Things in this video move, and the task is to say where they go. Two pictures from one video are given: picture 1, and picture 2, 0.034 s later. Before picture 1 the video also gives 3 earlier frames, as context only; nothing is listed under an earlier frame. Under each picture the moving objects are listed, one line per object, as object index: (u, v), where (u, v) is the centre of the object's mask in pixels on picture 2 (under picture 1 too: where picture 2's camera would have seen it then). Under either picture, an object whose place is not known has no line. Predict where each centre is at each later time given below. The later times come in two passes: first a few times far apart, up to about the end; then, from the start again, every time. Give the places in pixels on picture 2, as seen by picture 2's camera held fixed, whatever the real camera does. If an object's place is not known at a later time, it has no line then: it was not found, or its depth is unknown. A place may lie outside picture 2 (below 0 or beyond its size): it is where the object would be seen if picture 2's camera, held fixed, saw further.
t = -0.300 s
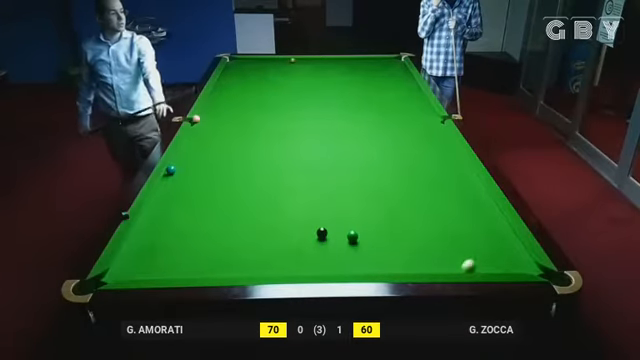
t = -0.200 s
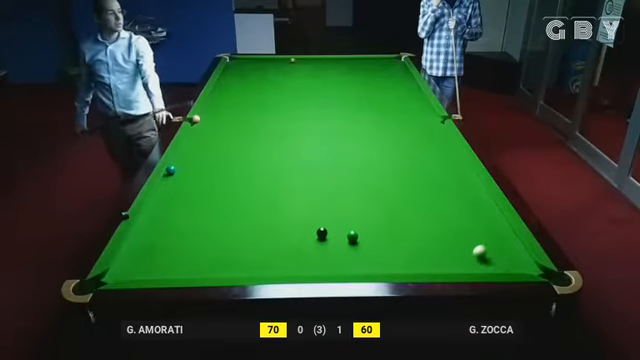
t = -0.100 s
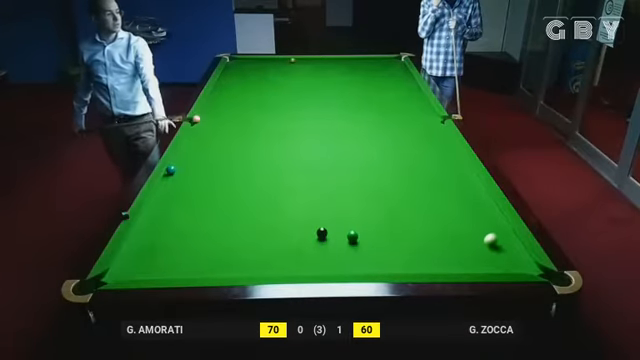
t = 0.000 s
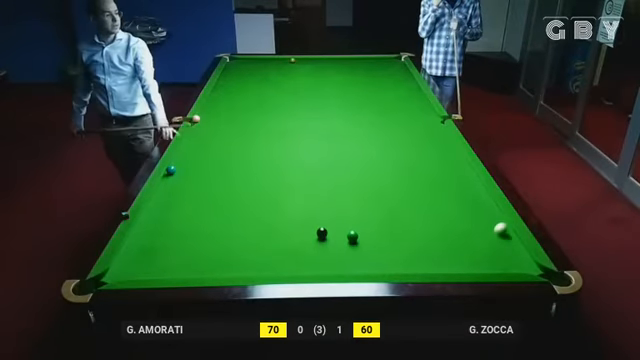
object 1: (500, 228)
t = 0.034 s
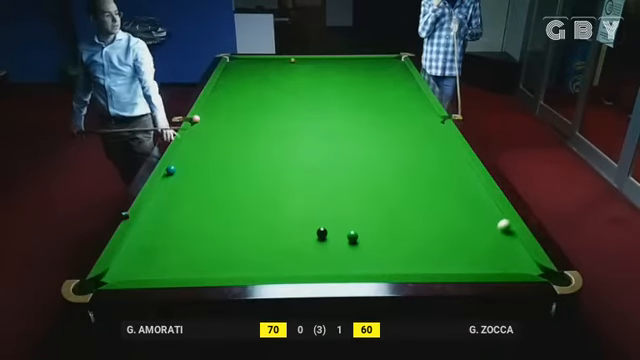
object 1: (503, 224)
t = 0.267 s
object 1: (468, 204)
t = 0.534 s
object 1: (434, 185)
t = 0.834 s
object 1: (402, 167)
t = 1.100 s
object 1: (378, 154)
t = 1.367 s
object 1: (357, 142)
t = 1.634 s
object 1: (339, 132)
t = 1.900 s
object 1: (323, 123)
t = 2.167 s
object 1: (308, 114)
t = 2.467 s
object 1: (295, 106)
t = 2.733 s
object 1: (283, 99)
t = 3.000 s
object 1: (273, 94)
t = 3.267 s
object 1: (264, 89)
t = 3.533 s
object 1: (256, 83)
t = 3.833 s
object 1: (248, 78)
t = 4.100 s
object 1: (241, 75)
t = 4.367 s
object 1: (235, 71)
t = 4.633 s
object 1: (230, 68)
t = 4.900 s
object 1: (228, 66)
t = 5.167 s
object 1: (232, 64)
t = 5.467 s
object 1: (236, 62)
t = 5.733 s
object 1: (239, 60)
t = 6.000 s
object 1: (242, 59)
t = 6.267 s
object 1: (244, 58)
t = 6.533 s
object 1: (244, 59)
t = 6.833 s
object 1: (245, 59)
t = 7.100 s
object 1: (246, 60)
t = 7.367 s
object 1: (246, 60)
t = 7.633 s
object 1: (246, 60)
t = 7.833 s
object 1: (246, 60)
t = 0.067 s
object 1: (499, 221)
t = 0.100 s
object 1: (493, 218)
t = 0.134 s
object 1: (488, 215)
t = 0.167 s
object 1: (482, 212)
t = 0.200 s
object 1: (478, 209)
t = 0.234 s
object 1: (473, 207)
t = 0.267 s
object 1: (468, 204)
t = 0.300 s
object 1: (464, 202)
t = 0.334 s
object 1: (459, 199)
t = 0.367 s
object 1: (455, 197)
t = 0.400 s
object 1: (450, 194)
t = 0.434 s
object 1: (446, 192)
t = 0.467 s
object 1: (442, 190)
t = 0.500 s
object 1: (438, 188)
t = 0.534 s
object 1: (434, 185)
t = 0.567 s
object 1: (430, 183)
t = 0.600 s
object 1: (426, 181)
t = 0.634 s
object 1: (422, 179)
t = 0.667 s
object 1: (419, 177)
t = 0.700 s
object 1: (415, 175)
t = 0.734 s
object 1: (412, 173)
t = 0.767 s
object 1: (409, 171)
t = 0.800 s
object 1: (405, 169)
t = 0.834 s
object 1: (402, 167)
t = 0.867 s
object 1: (399, 166)
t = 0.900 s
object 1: (396, 164)
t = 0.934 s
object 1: (392, 162)
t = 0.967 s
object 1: (390, 160)
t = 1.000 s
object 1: (387, 159)
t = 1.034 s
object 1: (384, 157)
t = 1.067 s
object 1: (381, 155)
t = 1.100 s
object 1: (378, 154)
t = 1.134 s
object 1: (375, 152)
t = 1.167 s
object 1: (372, 151)
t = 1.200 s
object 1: (369, 149)
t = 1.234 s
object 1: (367, 148)
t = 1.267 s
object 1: (364, 146)
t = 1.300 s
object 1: (362, 145)
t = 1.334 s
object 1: (359, 144)
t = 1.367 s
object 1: (357, 142)
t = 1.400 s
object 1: (355, 141)
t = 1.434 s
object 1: (352, 139)
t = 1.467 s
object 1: (350, 138)
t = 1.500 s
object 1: (348, 137)
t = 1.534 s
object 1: (346, 135)
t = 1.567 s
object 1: (343, 134)
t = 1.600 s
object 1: (341, 133)
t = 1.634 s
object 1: (339, 132)
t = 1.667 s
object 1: (337, 131)
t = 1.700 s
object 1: (335, 130)
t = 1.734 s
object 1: (333, 128)
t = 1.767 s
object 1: (331, 127)
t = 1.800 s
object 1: (329, 126)
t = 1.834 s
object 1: (327, 125)
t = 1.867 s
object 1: (325, 124)
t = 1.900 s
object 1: (323, 123)
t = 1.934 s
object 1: (321, 122)
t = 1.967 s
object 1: (319, 121)
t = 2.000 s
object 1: (317, 120)
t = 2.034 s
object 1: (315, 118)
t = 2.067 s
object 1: (314, 117)
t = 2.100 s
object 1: (312, 116)
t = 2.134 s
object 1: (310, 116)
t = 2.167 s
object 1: (308, 114)
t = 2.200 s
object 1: (307, 113)
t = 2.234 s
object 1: (305, 112)
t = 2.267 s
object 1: (304, 112)
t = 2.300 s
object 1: (302, 111)
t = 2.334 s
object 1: (301, 110)
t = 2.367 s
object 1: (299, 109)
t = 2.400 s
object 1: (297, 108)
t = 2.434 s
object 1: (296, 107)
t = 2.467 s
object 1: (295, 106)
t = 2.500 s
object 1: (293, 105)
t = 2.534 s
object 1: (292, 104)
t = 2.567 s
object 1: (290, 104)
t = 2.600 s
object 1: (289, 103)
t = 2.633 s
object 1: (287, 102)
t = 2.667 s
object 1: (286, 101)
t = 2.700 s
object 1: (284, 100)
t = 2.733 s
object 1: (283, 99)
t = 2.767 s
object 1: (282, 99)
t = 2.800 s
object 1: (281, 98)
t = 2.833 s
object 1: (280, 97)
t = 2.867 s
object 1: (278, 96)
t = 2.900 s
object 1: (277, 96)
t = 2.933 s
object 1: (276, 95)
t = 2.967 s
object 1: (275, 94)
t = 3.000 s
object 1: (273, 94)
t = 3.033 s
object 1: (272, 93)
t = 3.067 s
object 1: (271, 92)
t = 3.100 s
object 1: (270, 92)
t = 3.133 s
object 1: (269, 91)
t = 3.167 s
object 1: (268, 90)
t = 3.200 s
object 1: (267, 90)
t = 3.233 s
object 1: (266, 89)
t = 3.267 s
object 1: (264, 89)
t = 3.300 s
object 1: (263, 88)
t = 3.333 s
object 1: (262, 87)
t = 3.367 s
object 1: (261, 86)
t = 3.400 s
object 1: (260, 86)
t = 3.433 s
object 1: (259, 85)
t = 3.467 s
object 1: (258, 85)
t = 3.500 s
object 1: (257, 84)
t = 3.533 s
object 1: (256, 83)
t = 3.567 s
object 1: (256, 83)
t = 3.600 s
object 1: (254, 82)
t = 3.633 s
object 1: (253, 82)
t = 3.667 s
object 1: (252, 81)
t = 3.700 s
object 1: (252, 81)
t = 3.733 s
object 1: (251, 80)
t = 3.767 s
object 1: (250, 80)
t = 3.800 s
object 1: (249, 79)
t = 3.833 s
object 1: (248, 78)
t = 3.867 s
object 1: (248, 78)
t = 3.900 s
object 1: (246, 77)
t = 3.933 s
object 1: (245, 77)
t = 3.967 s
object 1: (245, 77)
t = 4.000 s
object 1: (244, 76)
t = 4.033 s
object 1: (243, 76)
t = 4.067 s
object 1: (242, 75)
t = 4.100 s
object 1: (241, 75)
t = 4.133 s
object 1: (241, 74)
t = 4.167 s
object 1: (240, 74)
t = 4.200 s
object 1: (239, 74)
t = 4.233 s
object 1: (239, 74)
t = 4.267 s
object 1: (238, 73)
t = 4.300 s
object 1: (238, 73)
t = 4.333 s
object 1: (237, 72)
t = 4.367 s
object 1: (235, 71)
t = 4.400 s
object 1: (235, 71)
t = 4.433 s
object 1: (234, 71)
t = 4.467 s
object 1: (233, 70)
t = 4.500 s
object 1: (233, 70)
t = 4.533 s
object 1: (232, 69)
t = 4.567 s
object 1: (232, 69)
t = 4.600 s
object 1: (231, 69)
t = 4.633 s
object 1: (230, 68)
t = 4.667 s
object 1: (230, 68)
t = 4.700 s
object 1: (229, 68)
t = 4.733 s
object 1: (228, 67)
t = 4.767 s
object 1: (228, 67)
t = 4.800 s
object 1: (227, 67)
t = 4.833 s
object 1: (227, 67)
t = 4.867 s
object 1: (227, 66)
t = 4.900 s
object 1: (228, 66)
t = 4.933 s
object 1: (228, 66)
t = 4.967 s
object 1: (229, 65)
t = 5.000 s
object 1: (229, 65)
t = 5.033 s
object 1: (230, 65)
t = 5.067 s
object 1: (230, 64)
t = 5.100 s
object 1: (231, 64)
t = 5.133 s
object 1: (231, 64)
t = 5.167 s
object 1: (232, 64)
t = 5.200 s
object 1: (232, 64)
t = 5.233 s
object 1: (233, 63)
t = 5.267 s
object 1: (233, 63)
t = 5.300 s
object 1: (233, 63)
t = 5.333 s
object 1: (234, 63)
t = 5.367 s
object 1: (234, 63)
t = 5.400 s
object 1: (235, 62)
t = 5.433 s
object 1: (235, 62)
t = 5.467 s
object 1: (236, 62)
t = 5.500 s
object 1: (236, 62)
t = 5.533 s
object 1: (237, 61)
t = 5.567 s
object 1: (237, 61)
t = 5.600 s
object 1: (238, 61)
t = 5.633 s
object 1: (238, 61)
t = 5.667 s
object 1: (238, 61)
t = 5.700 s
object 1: (239, 60)
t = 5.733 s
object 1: (239, 60)
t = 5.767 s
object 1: (239, 60)
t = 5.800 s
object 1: (239, 60)
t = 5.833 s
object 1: (240, 60)
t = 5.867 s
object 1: (240, 60)
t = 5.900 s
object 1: (241, 60)
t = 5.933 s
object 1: (241, 60)
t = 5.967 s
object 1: (241, 59)
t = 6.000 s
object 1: (242, 59)
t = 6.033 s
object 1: (242, 59)
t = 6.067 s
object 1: (243, 58)
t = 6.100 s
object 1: (243, 58)
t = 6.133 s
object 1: (243, 58)
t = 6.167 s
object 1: (243, 58)
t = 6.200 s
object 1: (243, 58)
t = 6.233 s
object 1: (244, 58)
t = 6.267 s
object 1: (244, 58)
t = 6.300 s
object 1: (244, 58)
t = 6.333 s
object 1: (244, 59)
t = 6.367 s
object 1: (244, 59)
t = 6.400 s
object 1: (244, 59)
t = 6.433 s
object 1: (244, 59)
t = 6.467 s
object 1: (244, 59)
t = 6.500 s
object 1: (244, 59)
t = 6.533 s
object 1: (244, 59)
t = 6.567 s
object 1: (244, 59)
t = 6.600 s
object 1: (244, 59)
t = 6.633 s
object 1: (244, 59)
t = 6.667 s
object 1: (244, 59)
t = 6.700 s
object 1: (244, 59)
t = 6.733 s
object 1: (244, 59)
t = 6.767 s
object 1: (245, 59)
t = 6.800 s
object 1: (245, 59)
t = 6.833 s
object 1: (245, 59)
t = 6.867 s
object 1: (245, 60)
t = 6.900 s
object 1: (245, 60)
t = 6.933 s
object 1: (245, 60)
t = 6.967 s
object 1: (245, 60)
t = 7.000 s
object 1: (245, 60)
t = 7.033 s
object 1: (245, 60)
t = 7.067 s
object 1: (246, 60)
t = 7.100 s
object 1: (246, 60)
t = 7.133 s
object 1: (246, 60)
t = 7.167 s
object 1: (246, 60)
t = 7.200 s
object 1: (246, 60)
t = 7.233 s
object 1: (246, 60)
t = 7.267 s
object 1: (246, 60)
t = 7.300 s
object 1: (246, 60)
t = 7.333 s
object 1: (246, 60)
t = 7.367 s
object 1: (246, 60)
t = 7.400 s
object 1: (246, 60)
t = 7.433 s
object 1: (246, 60)
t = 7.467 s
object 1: (246, 60)
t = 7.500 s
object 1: (246, 60)
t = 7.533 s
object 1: (246, 60)
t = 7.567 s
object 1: (246, 60)
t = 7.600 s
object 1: (246, 60)
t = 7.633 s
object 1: (246, 60)
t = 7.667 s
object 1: (246, 60)
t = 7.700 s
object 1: (246, 60)
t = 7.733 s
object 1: (246, 60)
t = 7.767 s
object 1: (246, 60)
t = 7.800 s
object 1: (246, 60)
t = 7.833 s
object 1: (246, 60)
